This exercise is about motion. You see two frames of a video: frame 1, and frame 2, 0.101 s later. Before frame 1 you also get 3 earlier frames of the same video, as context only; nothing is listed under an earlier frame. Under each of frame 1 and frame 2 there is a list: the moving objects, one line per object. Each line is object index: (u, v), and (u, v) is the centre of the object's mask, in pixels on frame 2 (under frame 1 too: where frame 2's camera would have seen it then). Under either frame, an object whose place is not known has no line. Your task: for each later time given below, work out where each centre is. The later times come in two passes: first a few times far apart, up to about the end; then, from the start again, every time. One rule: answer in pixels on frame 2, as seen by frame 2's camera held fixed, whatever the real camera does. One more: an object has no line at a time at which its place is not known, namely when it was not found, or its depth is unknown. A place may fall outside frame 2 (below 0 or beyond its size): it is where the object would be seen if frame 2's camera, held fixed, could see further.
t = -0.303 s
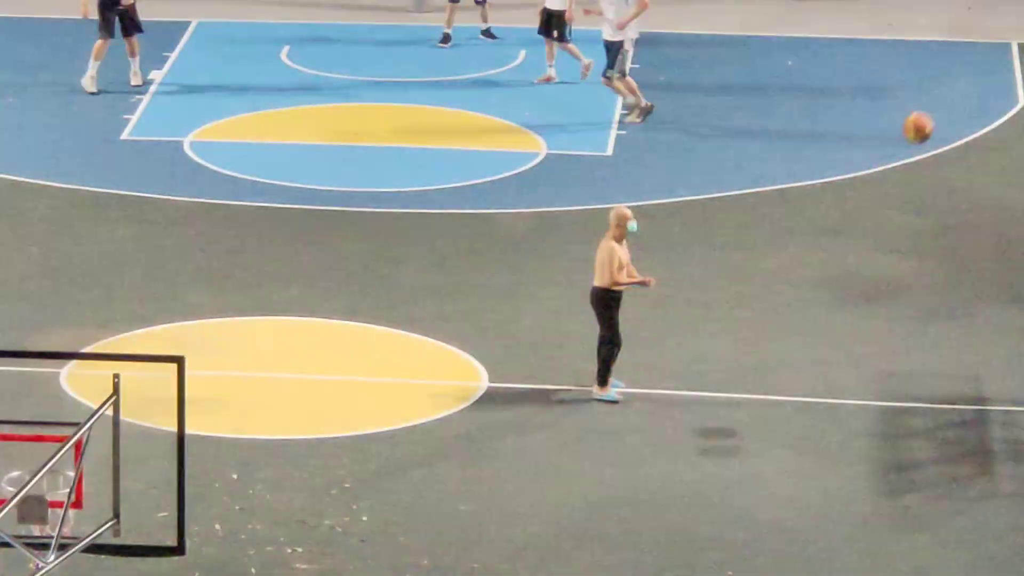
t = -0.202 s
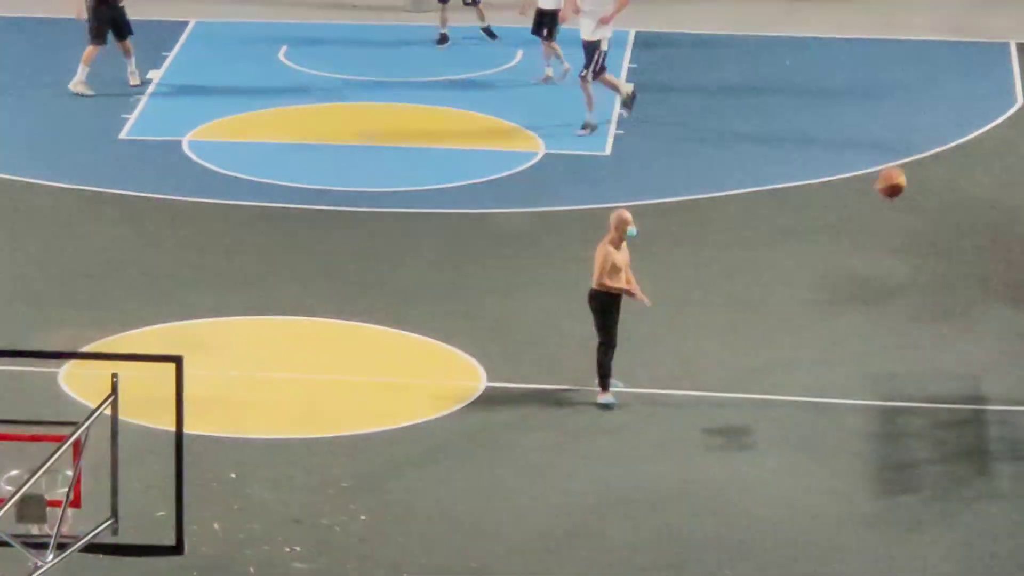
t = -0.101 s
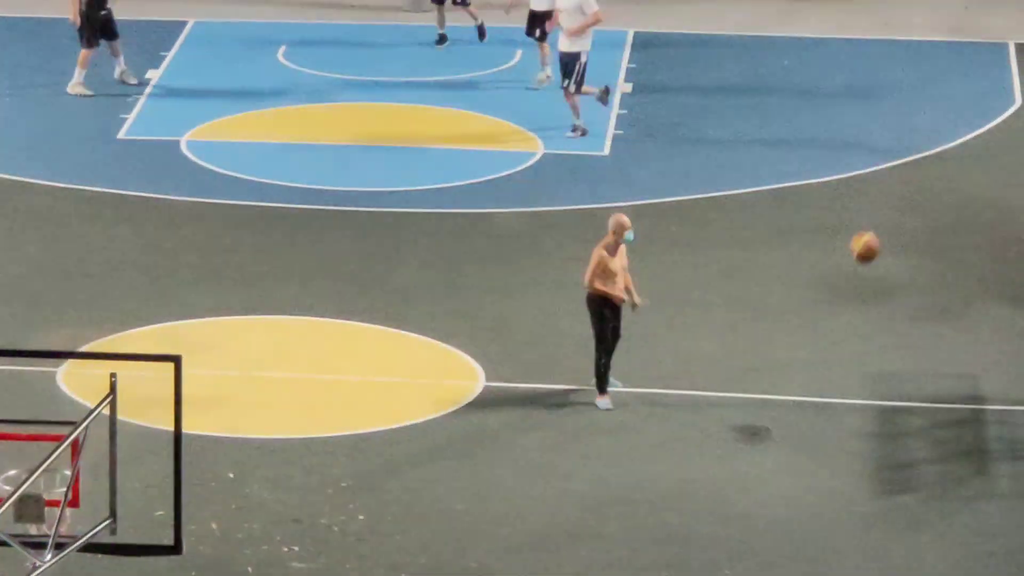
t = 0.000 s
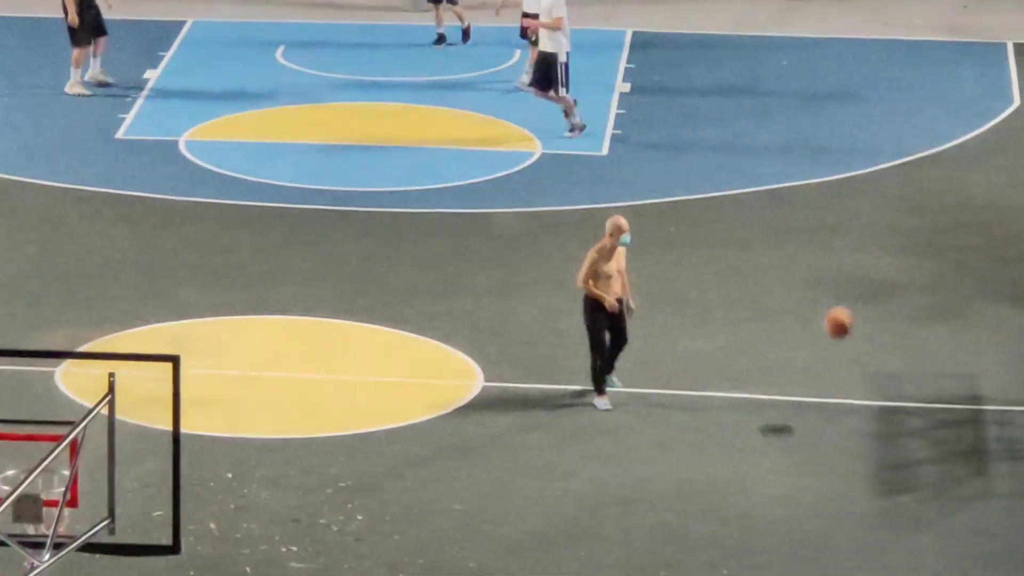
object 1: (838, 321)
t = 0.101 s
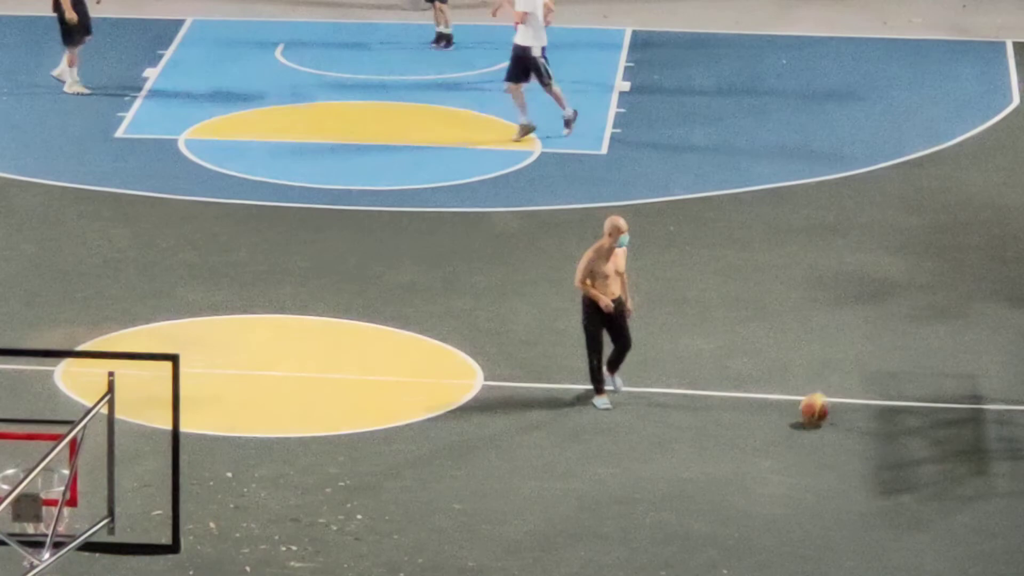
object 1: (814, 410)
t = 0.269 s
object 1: (781, 313)
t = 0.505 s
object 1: (727, 216)
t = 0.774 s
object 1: (666, 180)
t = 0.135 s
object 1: (808, 397)
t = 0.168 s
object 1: (800, 374)
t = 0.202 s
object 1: (794, 353)
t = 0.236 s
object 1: (787, 333)
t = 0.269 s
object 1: (781, 313)
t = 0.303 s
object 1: (773, 295)
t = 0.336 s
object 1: (765, 279)
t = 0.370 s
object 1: (757, 264)
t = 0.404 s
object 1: (750, 250)
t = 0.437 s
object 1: (742, 238)
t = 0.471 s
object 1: (735, 227)
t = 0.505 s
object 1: (727, 216)
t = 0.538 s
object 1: (719, 208)
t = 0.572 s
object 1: (712, 201)
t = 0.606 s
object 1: (704, 194)
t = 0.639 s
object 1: (696, 189)
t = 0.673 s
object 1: (689, 185)
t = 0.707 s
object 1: (682, 182)
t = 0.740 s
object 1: (674, 180)
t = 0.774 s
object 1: (666, 180)
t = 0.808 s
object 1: (657, 181)
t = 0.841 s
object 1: (649, 184)
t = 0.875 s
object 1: (641, 188)
